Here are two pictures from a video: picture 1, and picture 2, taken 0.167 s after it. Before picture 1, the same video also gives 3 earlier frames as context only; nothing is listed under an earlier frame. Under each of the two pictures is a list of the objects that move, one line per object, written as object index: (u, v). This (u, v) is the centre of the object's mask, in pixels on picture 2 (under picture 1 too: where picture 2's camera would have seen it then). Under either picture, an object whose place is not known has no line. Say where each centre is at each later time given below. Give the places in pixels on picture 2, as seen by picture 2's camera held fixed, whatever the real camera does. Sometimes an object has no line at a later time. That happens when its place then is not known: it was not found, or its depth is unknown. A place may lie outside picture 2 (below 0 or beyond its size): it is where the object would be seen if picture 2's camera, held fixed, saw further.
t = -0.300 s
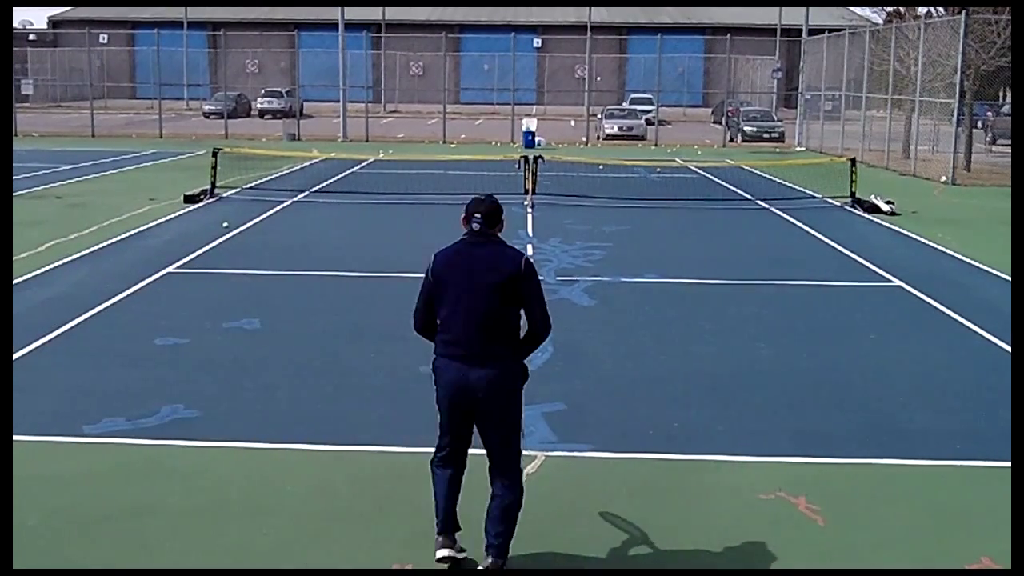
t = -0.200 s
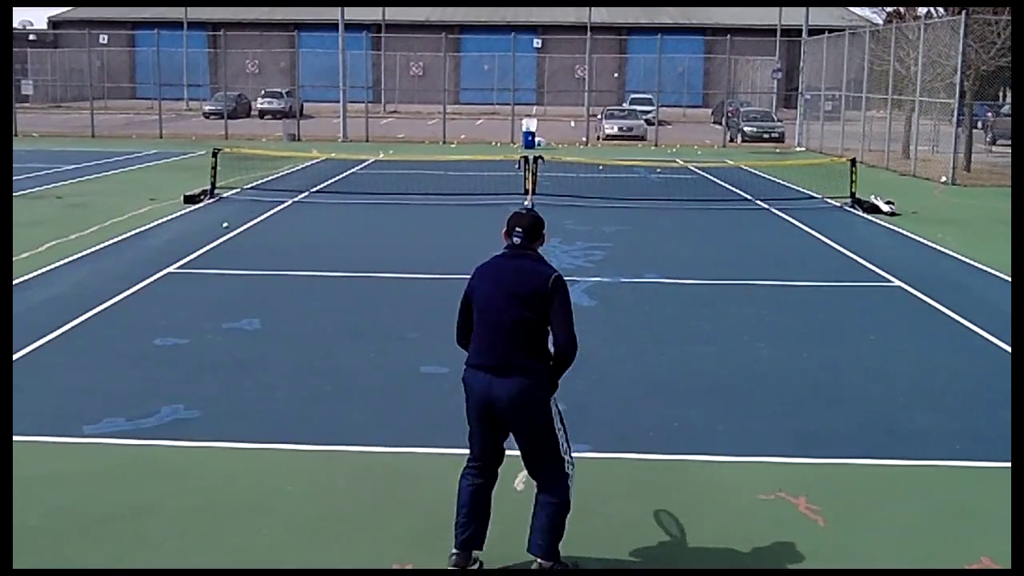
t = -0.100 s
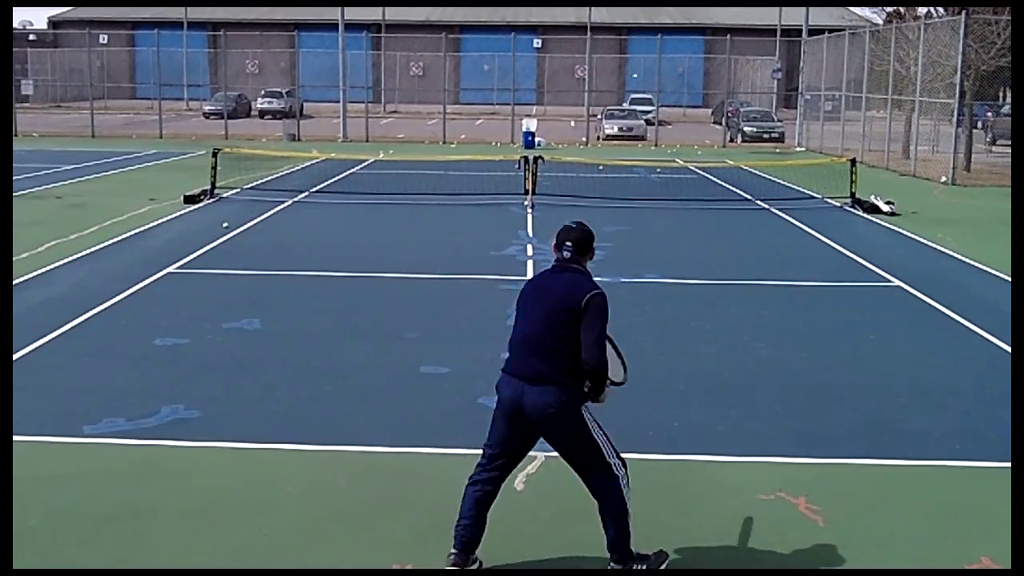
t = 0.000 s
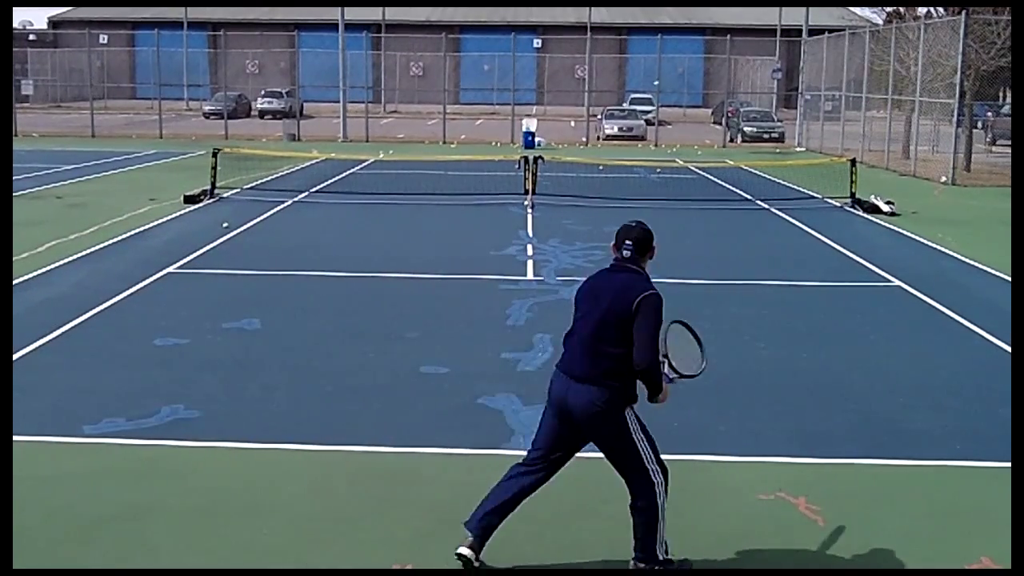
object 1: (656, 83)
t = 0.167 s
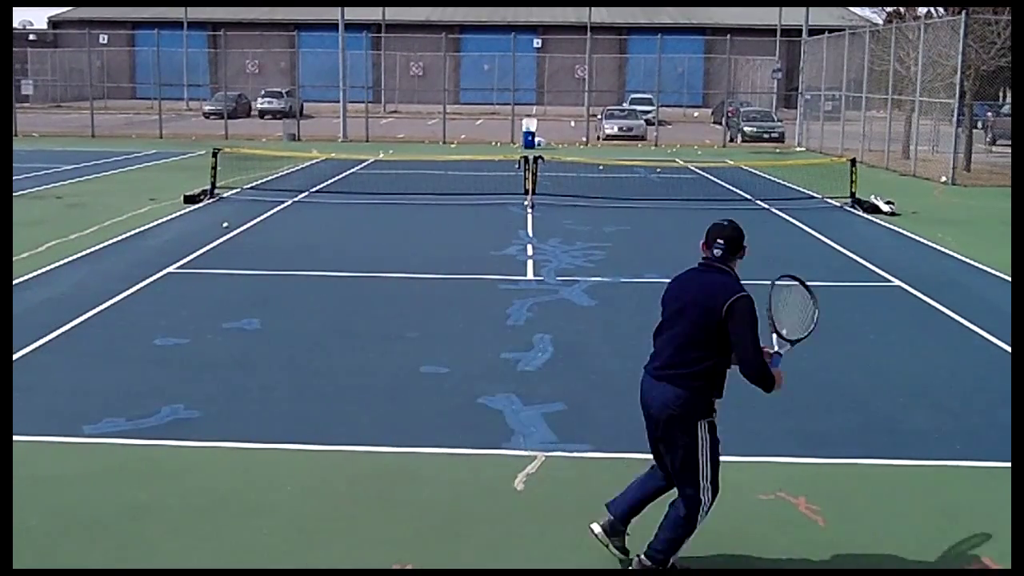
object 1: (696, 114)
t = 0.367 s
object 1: (758, 203)
